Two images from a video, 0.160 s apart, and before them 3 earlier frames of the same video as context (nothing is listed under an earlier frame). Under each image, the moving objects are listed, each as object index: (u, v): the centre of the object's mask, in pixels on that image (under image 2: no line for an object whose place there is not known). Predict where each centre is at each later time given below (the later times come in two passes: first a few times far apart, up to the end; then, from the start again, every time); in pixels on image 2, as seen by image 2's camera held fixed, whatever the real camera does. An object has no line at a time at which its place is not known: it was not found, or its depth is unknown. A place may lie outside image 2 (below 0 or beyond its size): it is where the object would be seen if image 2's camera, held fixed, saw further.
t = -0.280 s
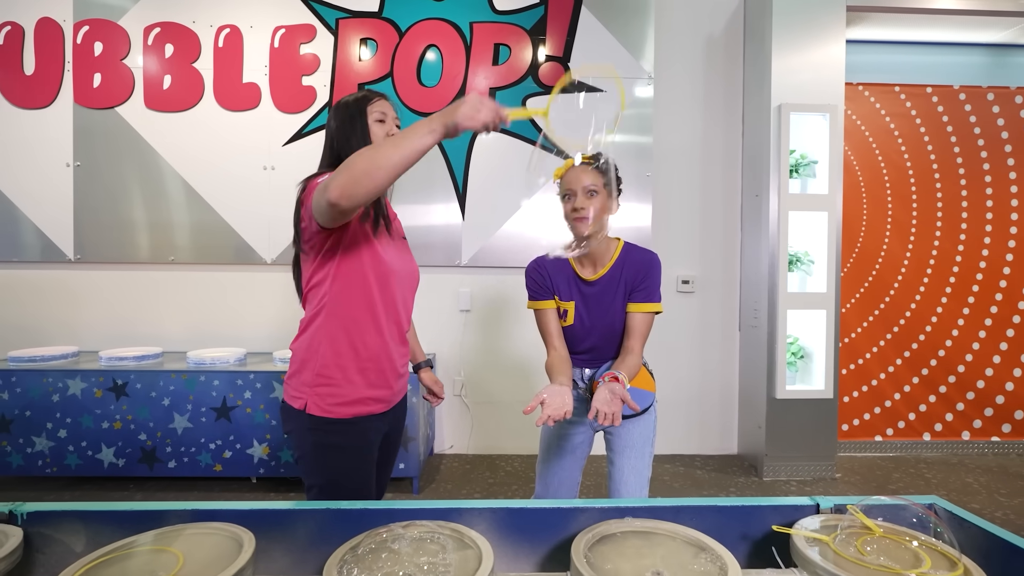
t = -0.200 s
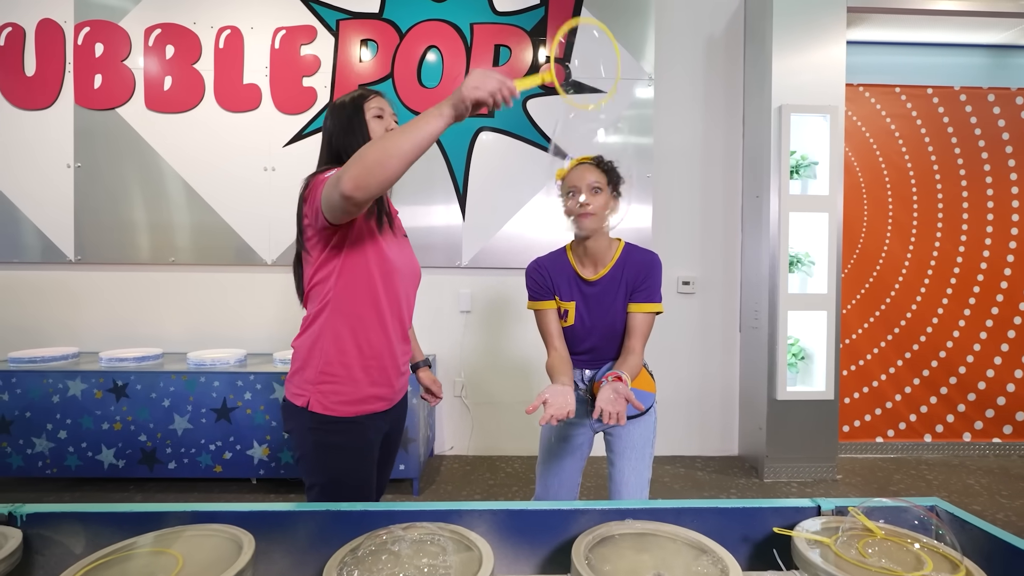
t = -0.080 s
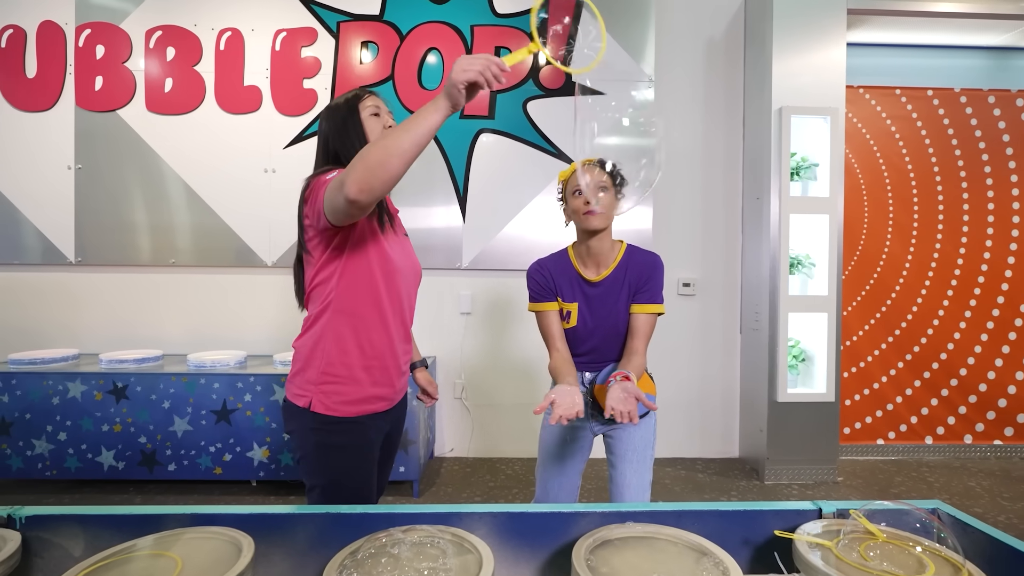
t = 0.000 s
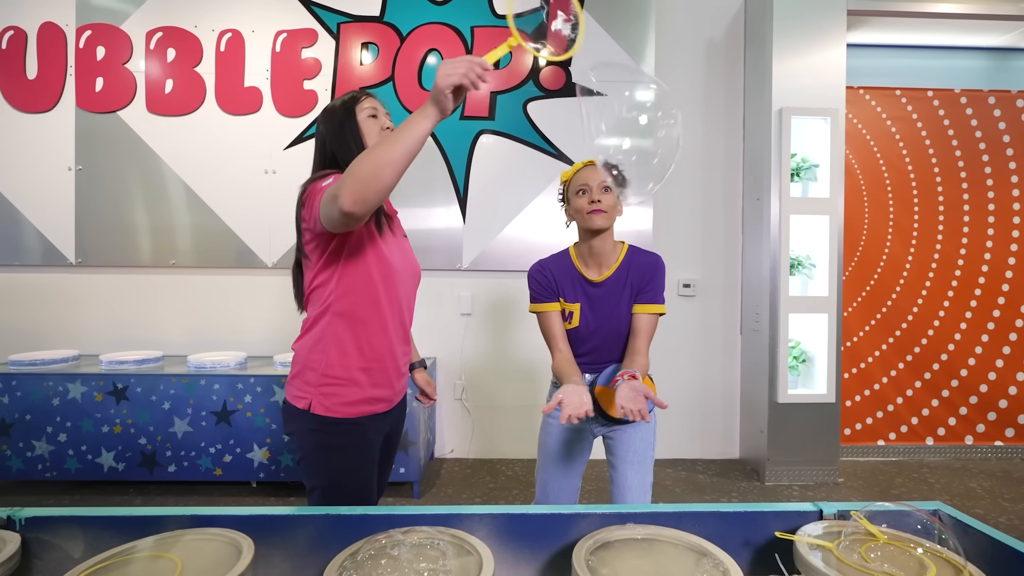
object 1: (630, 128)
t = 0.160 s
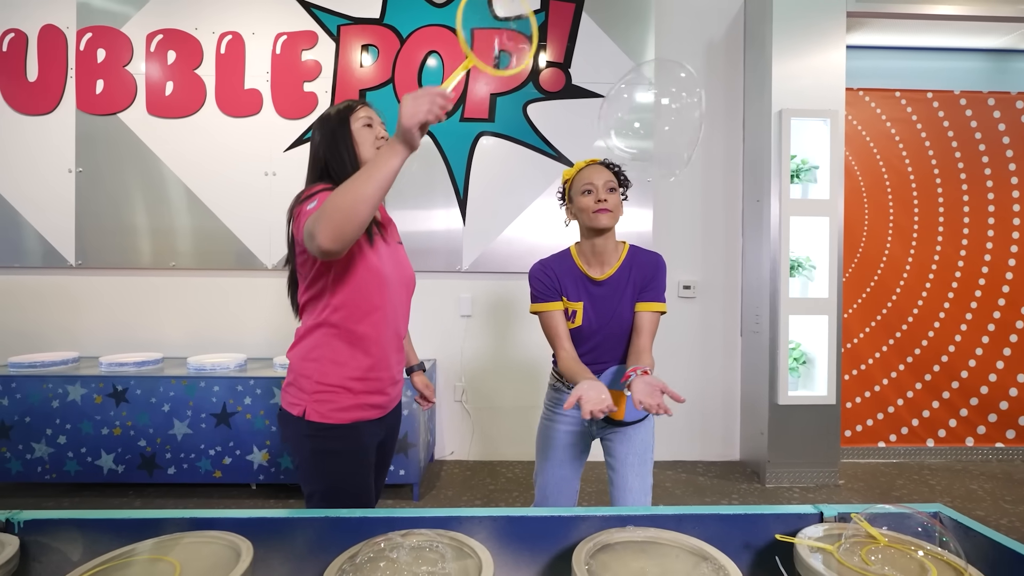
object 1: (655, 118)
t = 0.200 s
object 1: (660, 114)
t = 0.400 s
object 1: (677, 122)
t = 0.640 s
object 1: (695, 162)
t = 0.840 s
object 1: (699, 205)
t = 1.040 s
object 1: (704, 261)
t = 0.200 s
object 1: (660, 114)
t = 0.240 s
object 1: (663, 113)
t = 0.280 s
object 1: (667, 114)
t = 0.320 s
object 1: (671, 116)
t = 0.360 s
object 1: (674, 119)
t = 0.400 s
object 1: (677, 122)
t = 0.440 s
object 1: (680, 127)
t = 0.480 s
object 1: (684, 132)
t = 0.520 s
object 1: (688, 139)
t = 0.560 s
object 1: (690, 146)
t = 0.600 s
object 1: (692, 154)
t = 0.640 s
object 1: (695, 162)
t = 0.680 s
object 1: (696, 170)
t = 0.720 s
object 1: (697, 178)
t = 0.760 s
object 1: (697, 186)
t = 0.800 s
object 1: (698, 196)
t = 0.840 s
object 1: (699, 205)
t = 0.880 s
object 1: (700, 215)
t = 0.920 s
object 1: (700, 226)
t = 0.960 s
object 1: (702, 237)
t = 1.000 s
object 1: (703, 247)
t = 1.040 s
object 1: (704, 261)
